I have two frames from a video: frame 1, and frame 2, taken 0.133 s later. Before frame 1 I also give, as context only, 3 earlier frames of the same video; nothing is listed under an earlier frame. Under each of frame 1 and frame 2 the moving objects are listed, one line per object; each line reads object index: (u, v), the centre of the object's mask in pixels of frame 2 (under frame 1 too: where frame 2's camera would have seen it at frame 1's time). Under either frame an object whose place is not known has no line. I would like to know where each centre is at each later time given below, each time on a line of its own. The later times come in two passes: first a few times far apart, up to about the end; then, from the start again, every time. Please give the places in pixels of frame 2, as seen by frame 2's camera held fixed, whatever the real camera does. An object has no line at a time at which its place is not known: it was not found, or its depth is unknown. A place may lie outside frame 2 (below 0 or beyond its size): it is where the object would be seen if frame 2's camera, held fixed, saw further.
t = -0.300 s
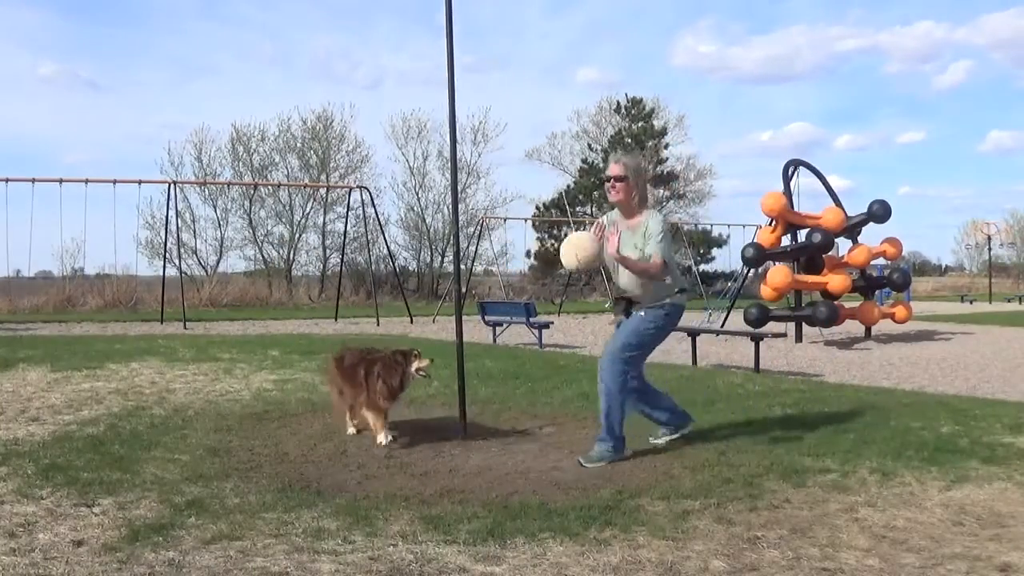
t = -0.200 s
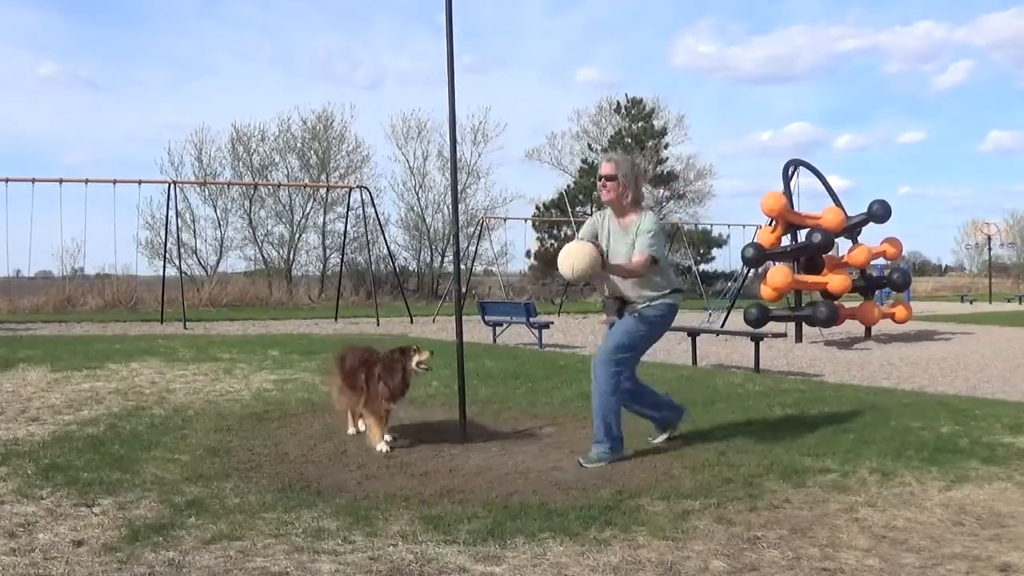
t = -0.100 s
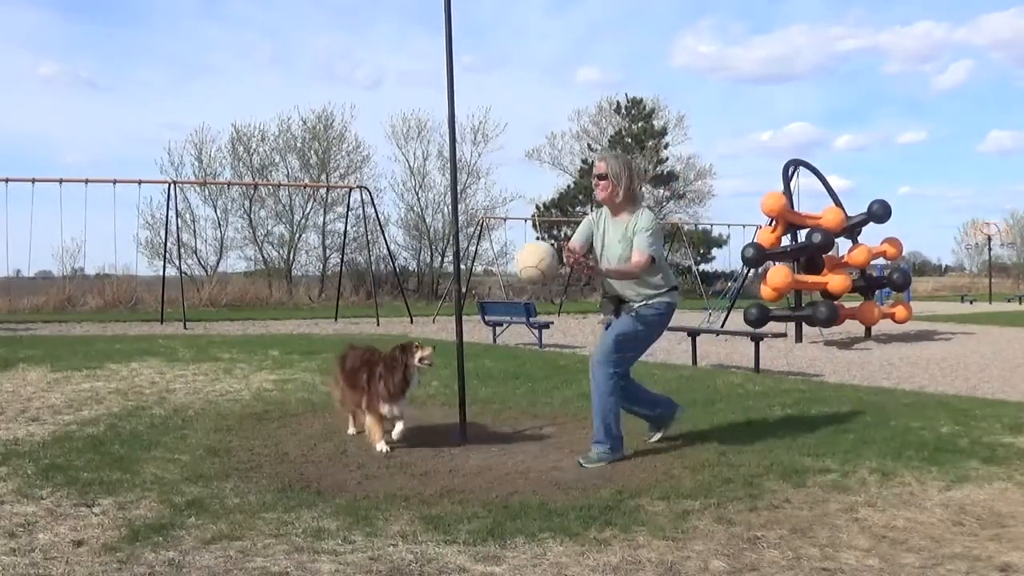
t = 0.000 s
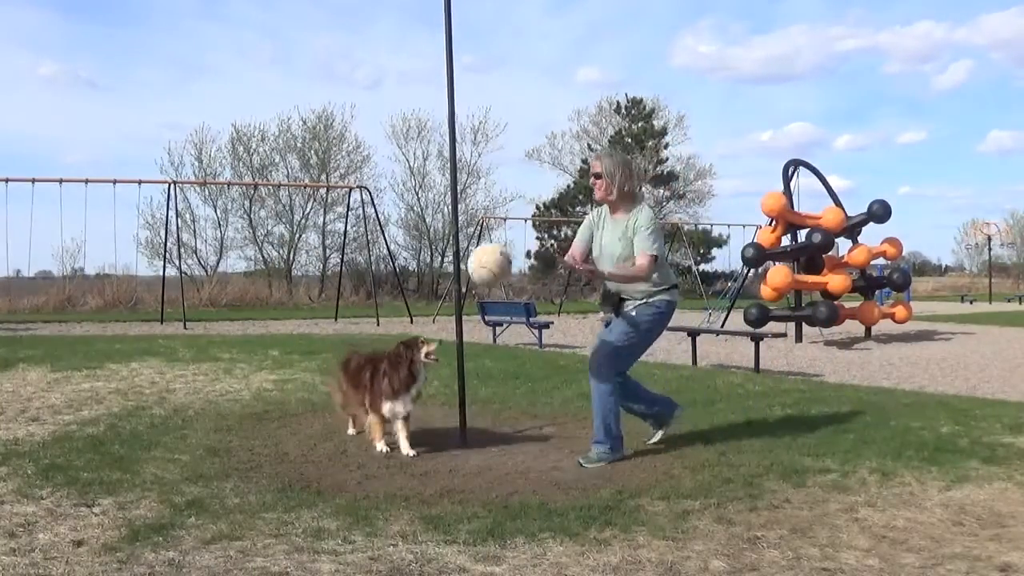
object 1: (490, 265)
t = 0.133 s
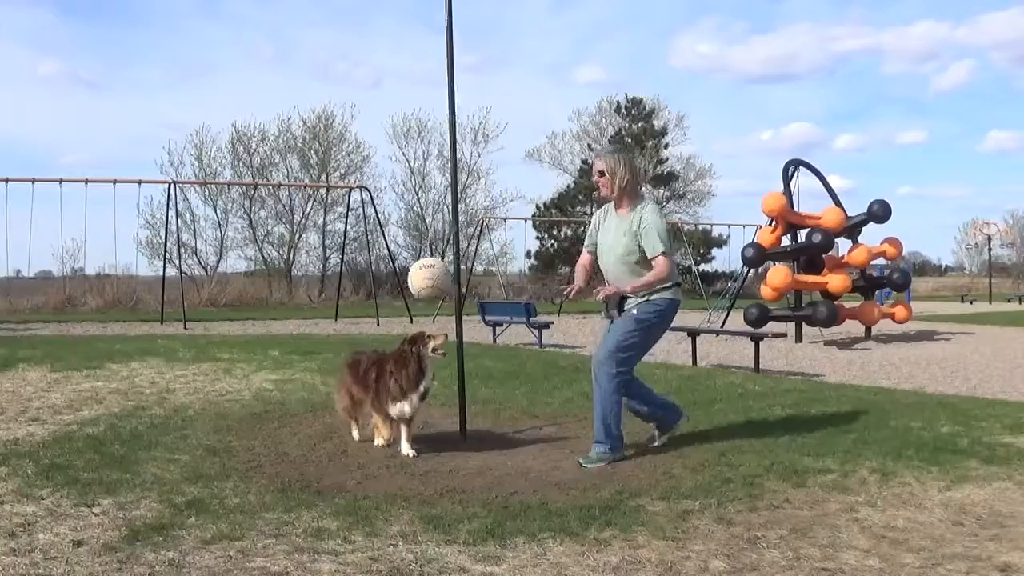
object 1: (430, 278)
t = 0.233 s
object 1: (388, 285)
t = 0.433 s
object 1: (323, 296)
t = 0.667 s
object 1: (291, 304)
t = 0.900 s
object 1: (296, 301)
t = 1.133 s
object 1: (328, 294)
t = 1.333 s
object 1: (369, 287)
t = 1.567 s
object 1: (424, 286)
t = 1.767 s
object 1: (471, 286)
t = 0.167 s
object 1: (415, 282)
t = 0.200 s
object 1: (401, 284)
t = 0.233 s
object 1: (388, 285)
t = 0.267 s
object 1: (376, 287)
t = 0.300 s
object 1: (364, 289)
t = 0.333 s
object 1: (351, 290)
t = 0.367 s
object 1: (342, 292)
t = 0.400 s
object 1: (332, 294)
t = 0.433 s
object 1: (323, 296)
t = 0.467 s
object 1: (316, 298)
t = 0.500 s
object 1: (310, 300)
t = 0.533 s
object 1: (304, 301)
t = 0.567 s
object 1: (299, 302)
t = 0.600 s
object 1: (294, 303)
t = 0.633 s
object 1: (292, 304)
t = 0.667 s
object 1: (291, 304)
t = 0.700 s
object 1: (290, 304)
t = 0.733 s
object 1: (290, 303)
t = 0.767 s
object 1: (291, 303)
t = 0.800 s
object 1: (291, 303)
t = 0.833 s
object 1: (292, 302)
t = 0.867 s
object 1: (294, 302)
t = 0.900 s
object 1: (296, 301)
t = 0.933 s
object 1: (299, 301)
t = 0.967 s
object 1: (303, 300)
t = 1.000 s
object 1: (306, 297)
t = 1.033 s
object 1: (312, 296)
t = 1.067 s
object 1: (317, 295)
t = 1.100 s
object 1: (323, 295)
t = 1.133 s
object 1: (328, 294)
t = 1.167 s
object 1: (333, 293)
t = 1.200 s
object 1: (339, 291)
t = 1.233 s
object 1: (347, 290)
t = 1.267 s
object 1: (354, 289)
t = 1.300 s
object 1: (361, 287)
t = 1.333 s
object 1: (369, 287)
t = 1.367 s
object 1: (376, 287)
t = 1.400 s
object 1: (383, 287)
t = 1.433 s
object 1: (392, 287)
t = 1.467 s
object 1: (399, 287)
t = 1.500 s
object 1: (408, 287)
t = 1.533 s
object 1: (416, 287)
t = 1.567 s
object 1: (424, 286)
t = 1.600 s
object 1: (432, 285)
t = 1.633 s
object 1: (438, 285)
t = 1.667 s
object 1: (444, 285)
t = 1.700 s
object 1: (454, 285)
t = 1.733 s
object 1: (467, 285)
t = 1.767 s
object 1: (471, 286)
